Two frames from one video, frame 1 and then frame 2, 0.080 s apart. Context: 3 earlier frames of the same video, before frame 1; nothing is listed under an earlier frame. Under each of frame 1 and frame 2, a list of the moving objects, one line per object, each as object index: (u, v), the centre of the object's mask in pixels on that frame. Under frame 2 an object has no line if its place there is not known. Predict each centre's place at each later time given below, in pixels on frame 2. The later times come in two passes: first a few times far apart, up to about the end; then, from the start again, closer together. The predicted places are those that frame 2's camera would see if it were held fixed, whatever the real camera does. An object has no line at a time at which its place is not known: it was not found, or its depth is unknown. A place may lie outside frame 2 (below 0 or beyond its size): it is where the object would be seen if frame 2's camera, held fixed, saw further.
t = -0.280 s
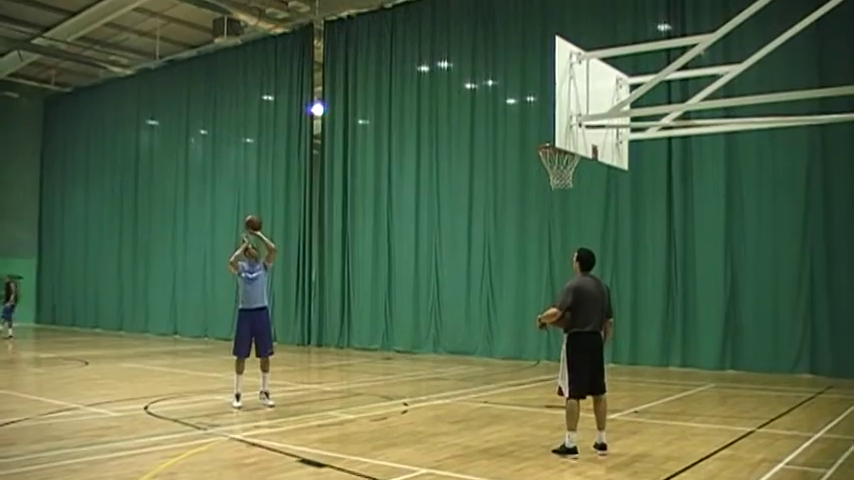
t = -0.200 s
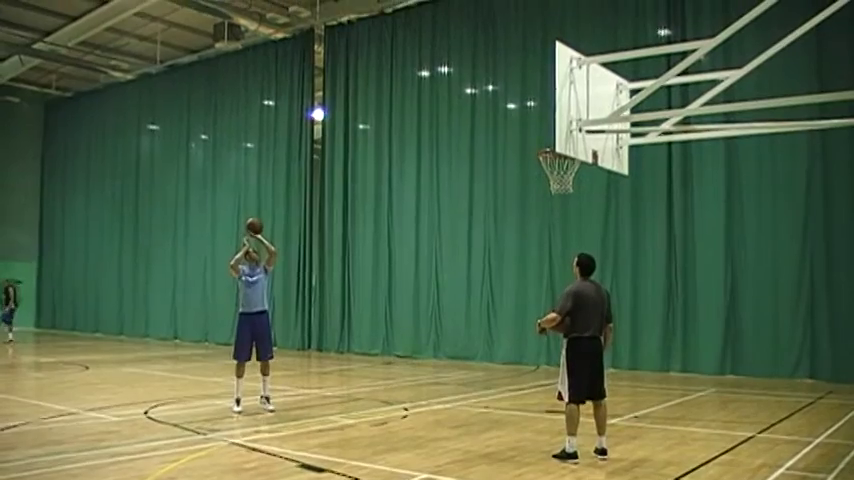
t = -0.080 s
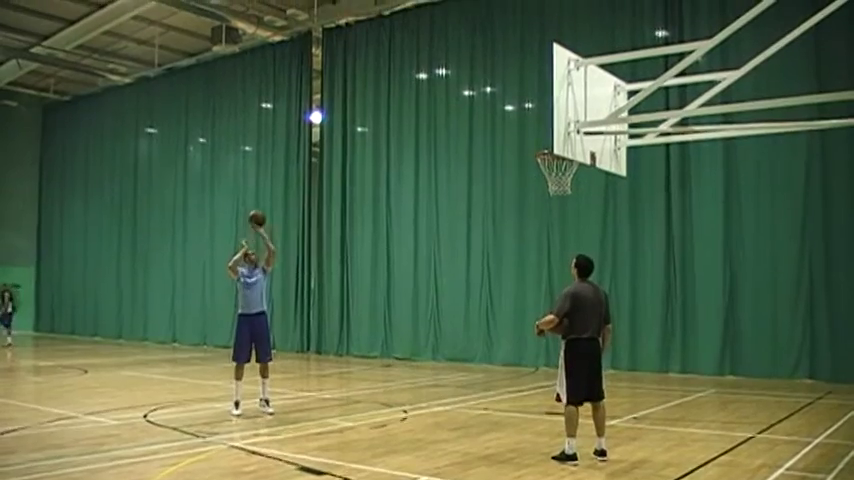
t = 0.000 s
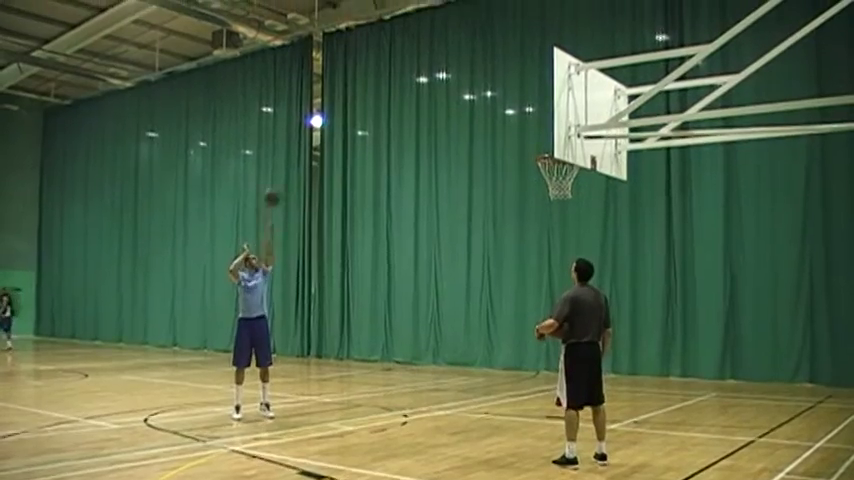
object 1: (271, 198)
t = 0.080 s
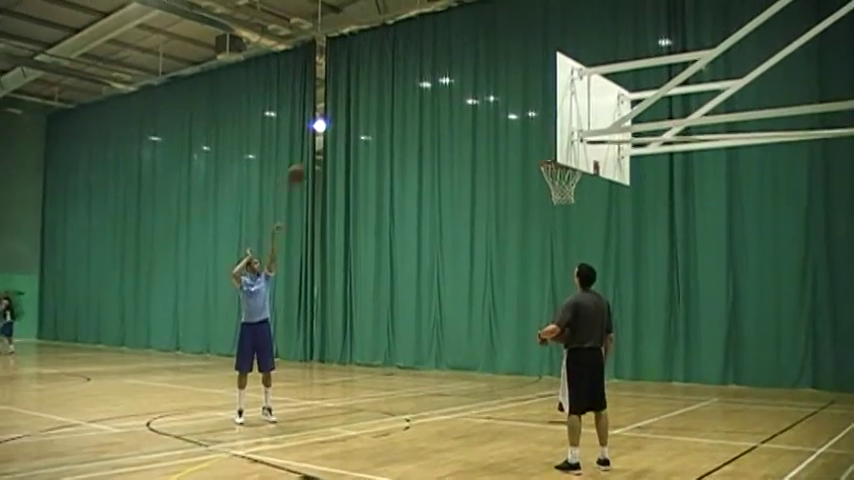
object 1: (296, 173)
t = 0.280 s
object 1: (354, 121)
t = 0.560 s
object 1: (440, 99)
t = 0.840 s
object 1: (536, 145)
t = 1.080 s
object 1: (564, 208)
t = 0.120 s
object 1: (311, 161)
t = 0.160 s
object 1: (318, 152)
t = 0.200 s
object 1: (330, 139)
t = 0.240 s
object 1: (342, 130)
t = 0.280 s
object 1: (354, 121)
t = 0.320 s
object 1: (365, 115)
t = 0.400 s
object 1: (390, 104)
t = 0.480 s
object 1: (414, 100)
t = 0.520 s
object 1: (426, 100)
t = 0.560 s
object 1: (440, 99)
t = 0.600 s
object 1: (454, 102)
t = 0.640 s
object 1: (467, 106)
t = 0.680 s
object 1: (481, 110)
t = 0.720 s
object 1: (494, 116)
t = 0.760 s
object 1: (507, 125)
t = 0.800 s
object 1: (522, 135)
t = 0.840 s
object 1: (536, 145)
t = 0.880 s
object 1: (547, 153)
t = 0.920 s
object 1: (567, 171)
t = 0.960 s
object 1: (568, 175)
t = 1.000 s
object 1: (567, 183)
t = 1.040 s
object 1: (564, 199)
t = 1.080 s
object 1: (564, 208)
